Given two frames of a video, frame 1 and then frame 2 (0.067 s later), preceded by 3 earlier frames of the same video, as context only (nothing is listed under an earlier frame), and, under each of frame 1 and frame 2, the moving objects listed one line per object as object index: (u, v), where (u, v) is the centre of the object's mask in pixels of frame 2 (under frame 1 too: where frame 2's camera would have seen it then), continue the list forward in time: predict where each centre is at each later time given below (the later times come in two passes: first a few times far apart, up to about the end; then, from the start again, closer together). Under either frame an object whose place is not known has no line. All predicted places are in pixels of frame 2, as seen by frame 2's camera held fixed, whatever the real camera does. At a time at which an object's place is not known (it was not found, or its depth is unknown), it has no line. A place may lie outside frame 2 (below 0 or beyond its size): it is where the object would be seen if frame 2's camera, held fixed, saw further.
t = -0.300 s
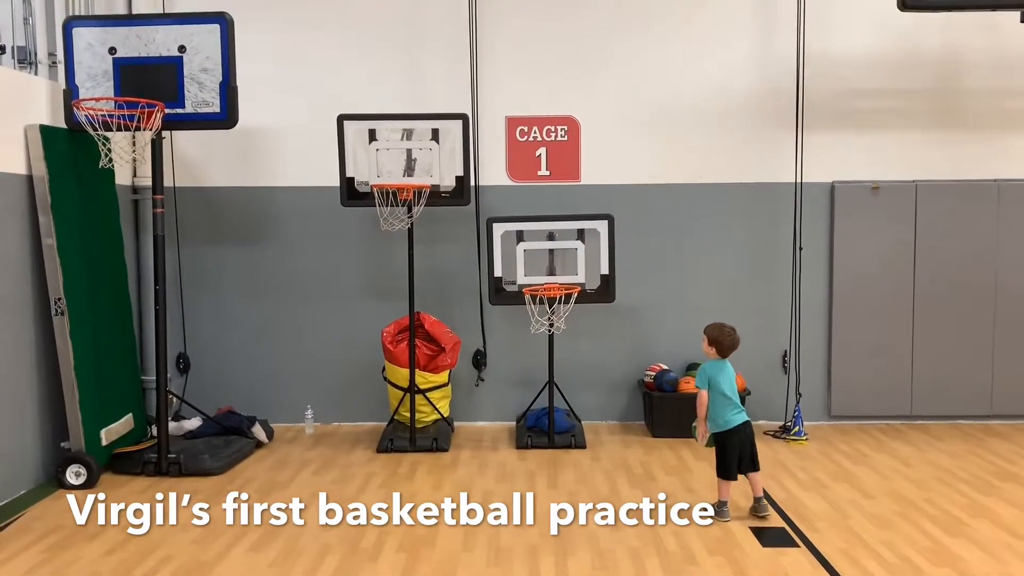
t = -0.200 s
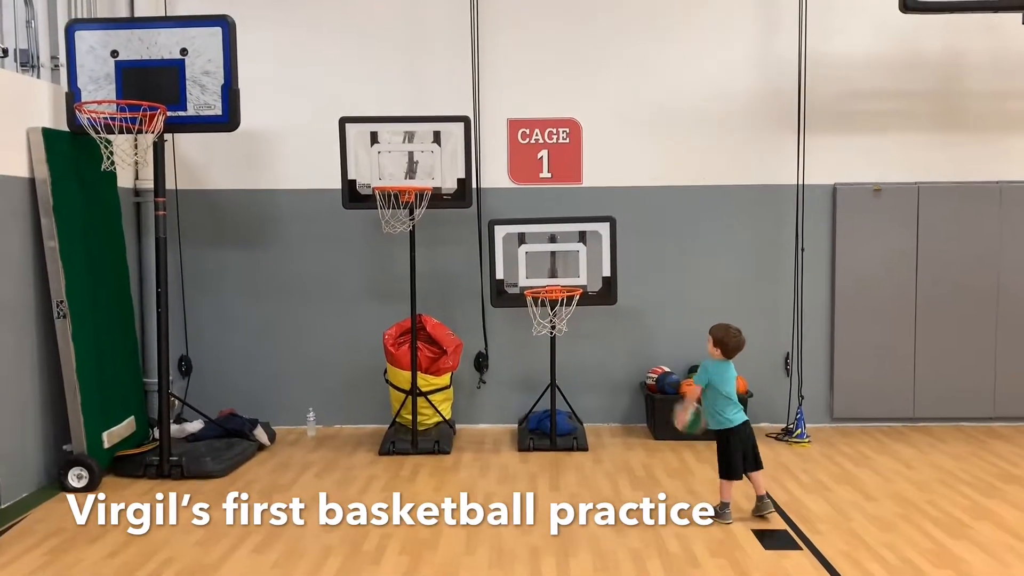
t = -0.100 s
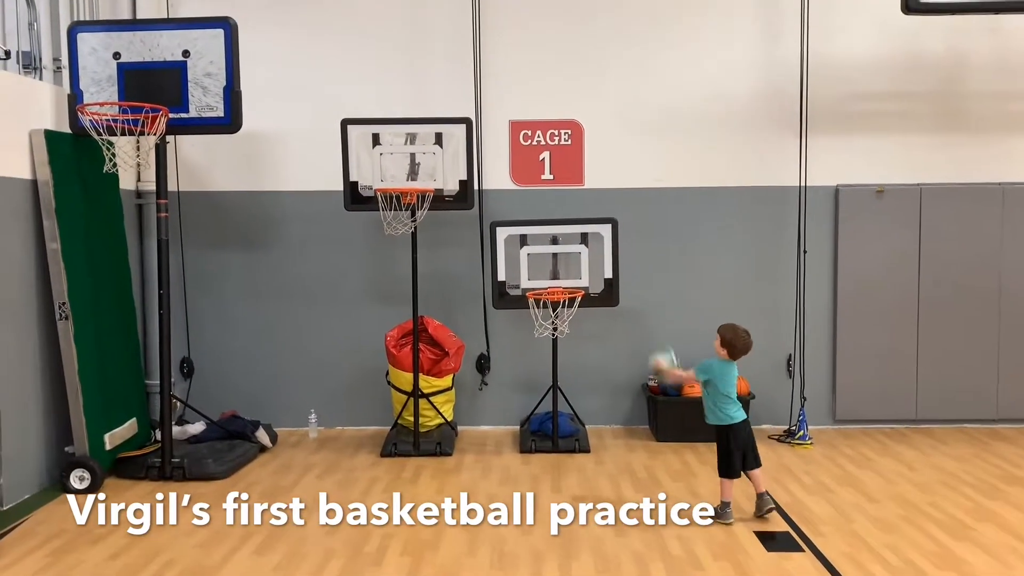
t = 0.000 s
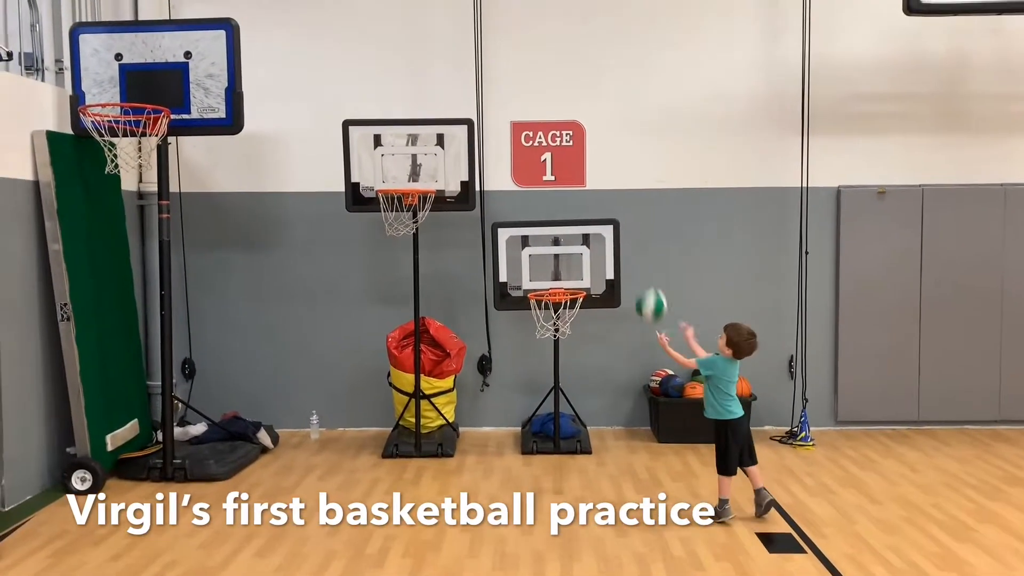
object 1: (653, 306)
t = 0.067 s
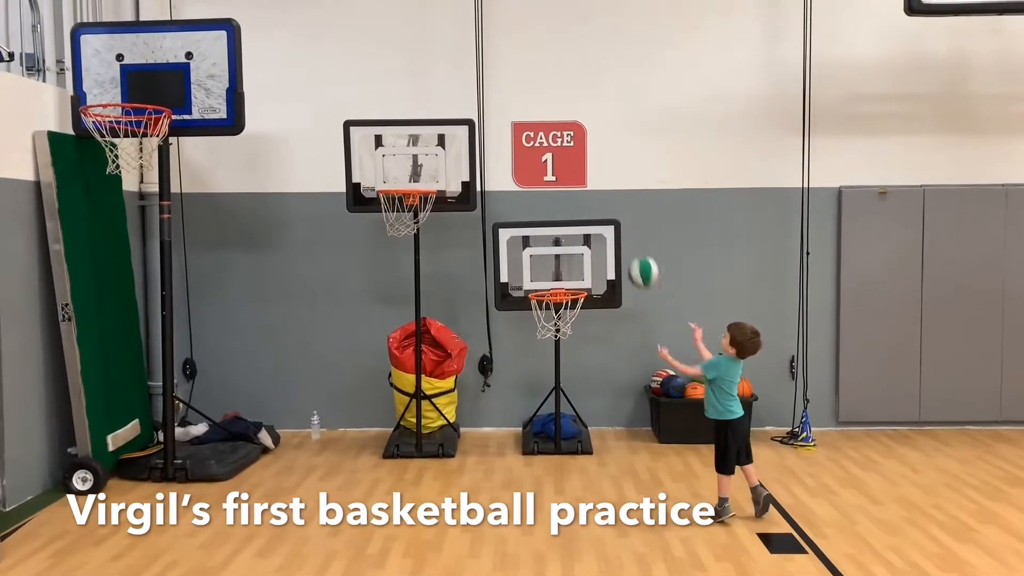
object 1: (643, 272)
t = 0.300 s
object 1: (617, 220)
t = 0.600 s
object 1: (584, 279)
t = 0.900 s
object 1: (549, 279)
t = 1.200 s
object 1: (514, 298)
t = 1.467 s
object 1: (487, 412)
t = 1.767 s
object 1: (449, 369)
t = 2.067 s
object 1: (411, 364)
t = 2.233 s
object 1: (391, 418)
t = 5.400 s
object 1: (400, 469)
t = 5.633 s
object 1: (424, 471)
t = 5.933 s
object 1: (455, 475)
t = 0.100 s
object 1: (639, 258)
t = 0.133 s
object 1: (635, 247)
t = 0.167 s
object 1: (631, 239)
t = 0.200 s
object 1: (627, 231)
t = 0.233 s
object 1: (623, 226)
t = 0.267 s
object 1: (620, 223)
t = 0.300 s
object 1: (617, 220)
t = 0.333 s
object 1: (613, 220)
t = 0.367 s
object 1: (609, 222)
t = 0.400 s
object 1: (605, 225)
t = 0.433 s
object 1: (601, 230)
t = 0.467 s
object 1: (597, 237)
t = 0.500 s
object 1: (593, 246)
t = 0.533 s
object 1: (591, 256)
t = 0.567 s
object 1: (588, 267)
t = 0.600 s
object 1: (584, 279)
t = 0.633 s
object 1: (580, 282)
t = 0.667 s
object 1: (576, 279)
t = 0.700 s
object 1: (573, 278)
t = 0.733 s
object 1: (569, 278)
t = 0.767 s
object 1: (566, 279)
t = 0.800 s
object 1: (561, 279)
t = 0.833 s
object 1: (558, 278)
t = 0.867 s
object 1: (553, 278)
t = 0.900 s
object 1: (549, 279)
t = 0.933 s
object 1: (545, 279)
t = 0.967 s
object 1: (541, 278)
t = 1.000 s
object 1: (537, 277)
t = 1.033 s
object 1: (533, 279)
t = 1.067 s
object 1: (530, 280)
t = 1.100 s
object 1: (526, 282)
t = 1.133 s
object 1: (522, 286)
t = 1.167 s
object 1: (518, 291)
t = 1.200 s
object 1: (514, 298)
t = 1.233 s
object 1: (511, 305)
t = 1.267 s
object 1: (507, 316)
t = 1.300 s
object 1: (504, 328)
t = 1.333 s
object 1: (500, 342)
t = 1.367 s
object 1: (496, 357)
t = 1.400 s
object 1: (493, 374)
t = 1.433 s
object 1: (490, 393)
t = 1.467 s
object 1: (487, 412)
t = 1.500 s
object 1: (484, 434)
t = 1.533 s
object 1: (480, 457)
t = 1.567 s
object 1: (477, 447)
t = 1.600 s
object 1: (472, 429)
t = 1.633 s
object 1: (468, 414)
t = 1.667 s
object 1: (464, 401)
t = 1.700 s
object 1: (459, 389)
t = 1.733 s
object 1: (454, 378)
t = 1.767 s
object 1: (449, 369)
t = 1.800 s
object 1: (445, 362)
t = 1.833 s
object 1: (440, 356)
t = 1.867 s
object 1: (436, 353)
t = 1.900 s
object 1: (432, 351)
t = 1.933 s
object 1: (428, 350)
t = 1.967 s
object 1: (423, 351)
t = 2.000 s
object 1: (419, 354)
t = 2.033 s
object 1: (415, 358)
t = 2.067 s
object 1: (411, 364)
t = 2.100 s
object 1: (406, 372)
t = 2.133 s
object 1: (403, 381)
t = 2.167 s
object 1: (399, 392)
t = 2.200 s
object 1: (395, 405)
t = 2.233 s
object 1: (391, 418)
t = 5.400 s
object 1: (400, 469)
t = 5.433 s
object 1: (404, 469)
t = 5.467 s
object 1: (407, 470)
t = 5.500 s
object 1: (410, 470)
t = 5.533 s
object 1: (414, 470)
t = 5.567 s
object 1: (417, 470)
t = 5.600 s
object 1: (420, 471)
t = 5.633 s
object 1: (424, 471)
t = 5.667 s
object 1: (428, 472)
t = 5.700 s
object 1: (431, 472)
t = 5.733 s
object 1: (434, 473)
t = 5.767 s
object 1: (438, 473)
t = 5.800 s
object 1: (442, 473)
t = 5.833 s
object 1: (445, 473)
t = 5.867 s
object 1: (448, 474)
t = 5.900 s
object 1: (452, 474)
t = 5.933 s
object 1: (455, 475)
